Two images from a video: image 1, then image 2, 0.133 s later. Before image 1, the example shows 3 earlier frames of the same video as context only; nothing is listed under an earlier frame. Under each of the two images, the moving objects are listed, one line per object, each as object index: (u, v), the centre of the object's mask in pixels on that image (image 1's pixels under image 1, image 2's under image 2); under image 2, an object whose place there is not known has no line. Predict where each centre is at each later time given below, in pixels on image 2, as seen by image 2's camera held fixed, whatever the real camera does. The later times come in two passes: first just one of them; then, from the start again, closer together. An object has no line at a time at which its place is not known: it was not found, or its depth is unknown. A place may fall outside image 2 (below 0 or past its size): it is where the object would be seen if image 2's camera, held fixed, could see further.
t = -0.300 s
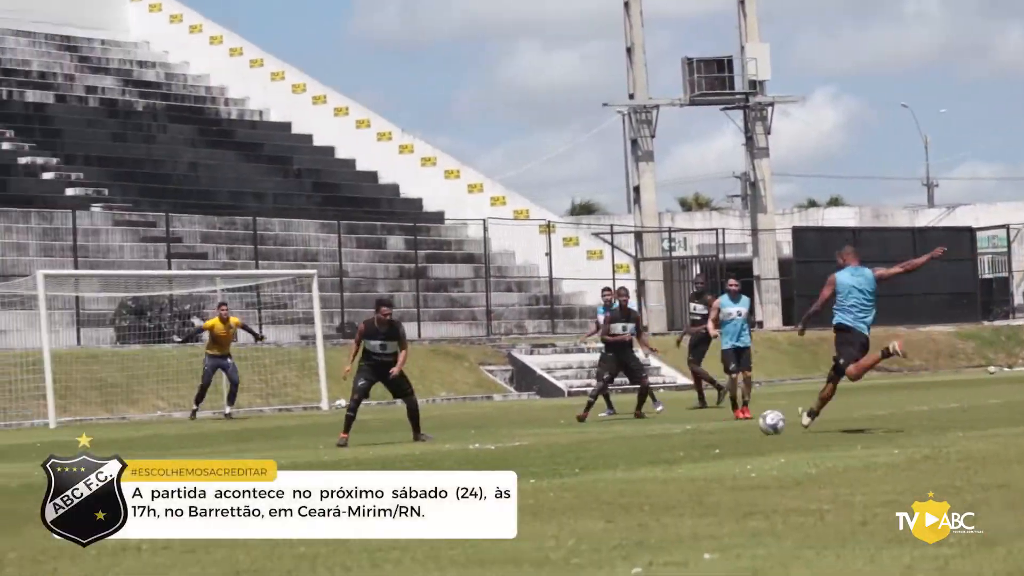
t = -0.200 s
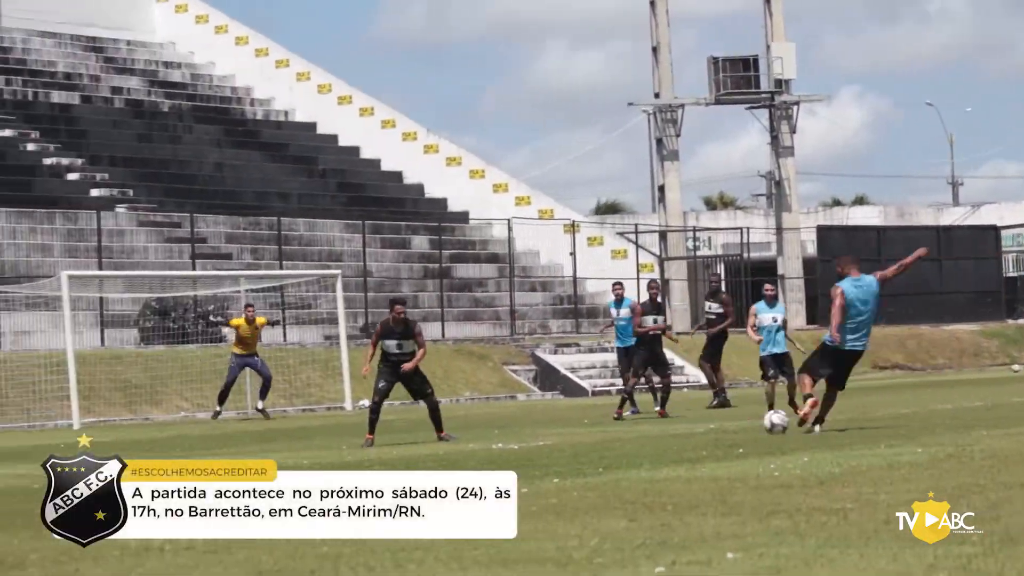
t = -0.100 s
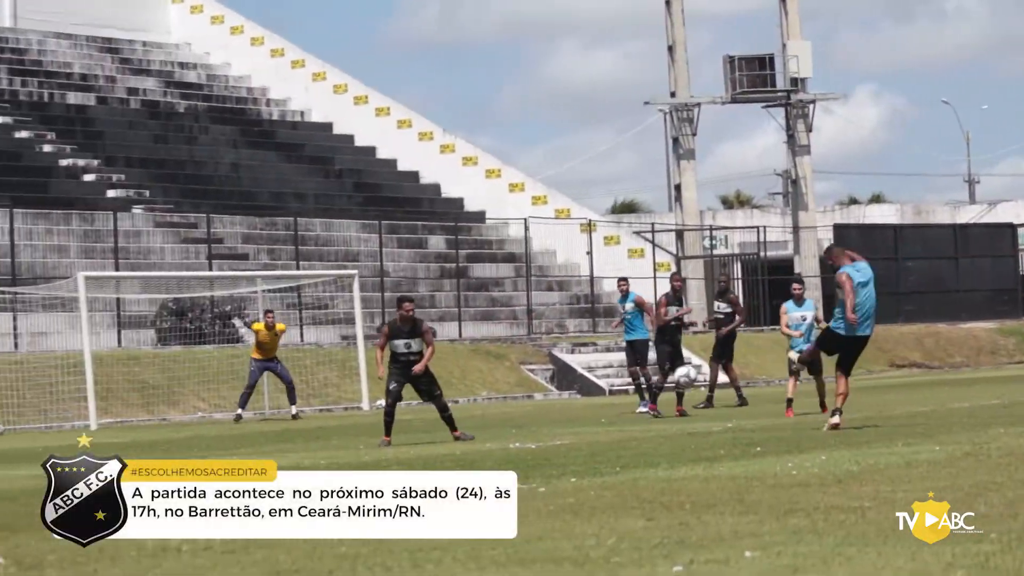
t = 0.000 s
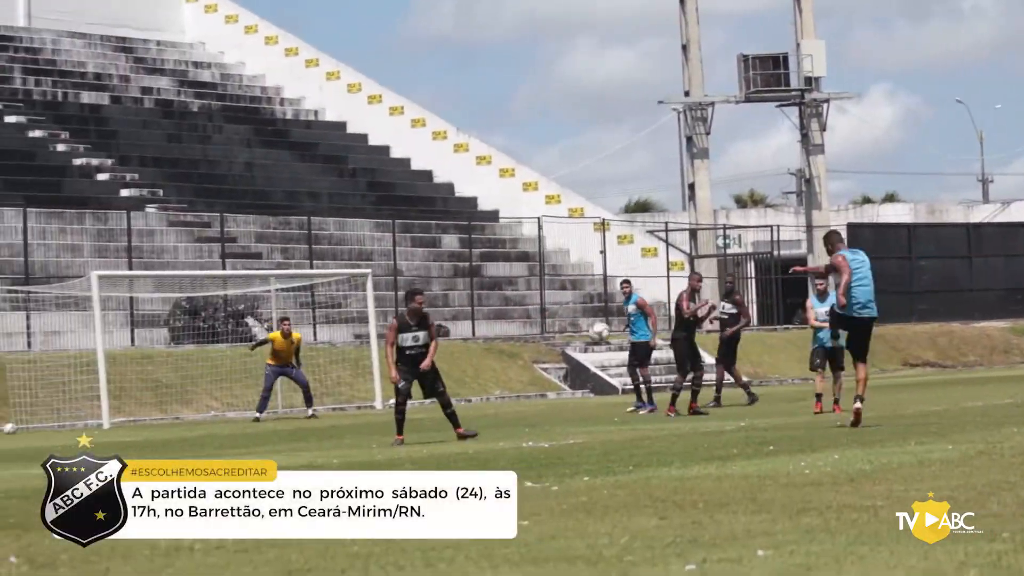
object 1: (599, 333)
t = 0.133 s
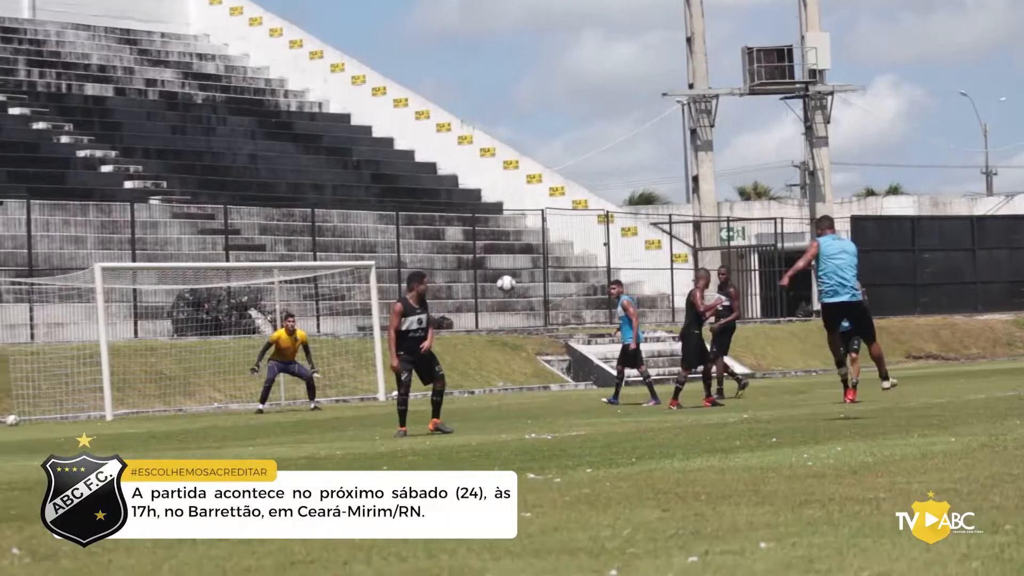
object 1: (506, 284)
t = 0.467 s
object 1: (356, 236)
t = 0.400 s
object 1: (379, 241)
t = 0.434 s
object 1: (367, 238)
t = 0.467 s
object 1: (356, 236)
